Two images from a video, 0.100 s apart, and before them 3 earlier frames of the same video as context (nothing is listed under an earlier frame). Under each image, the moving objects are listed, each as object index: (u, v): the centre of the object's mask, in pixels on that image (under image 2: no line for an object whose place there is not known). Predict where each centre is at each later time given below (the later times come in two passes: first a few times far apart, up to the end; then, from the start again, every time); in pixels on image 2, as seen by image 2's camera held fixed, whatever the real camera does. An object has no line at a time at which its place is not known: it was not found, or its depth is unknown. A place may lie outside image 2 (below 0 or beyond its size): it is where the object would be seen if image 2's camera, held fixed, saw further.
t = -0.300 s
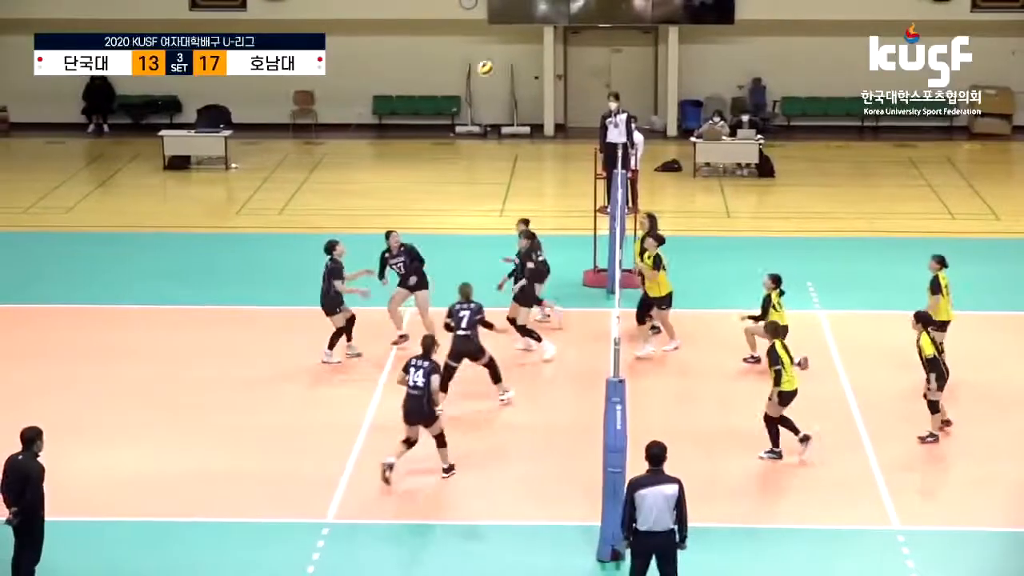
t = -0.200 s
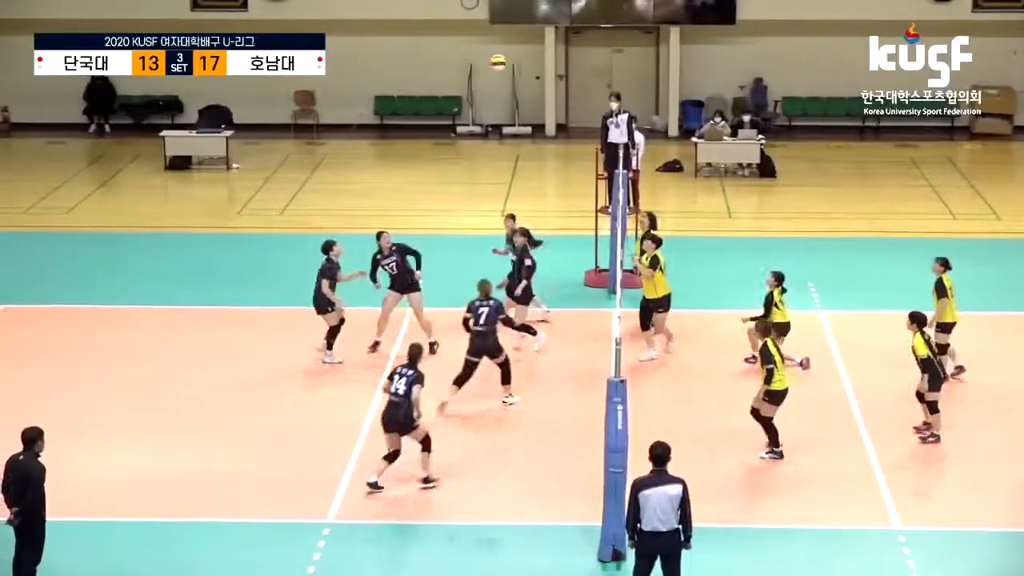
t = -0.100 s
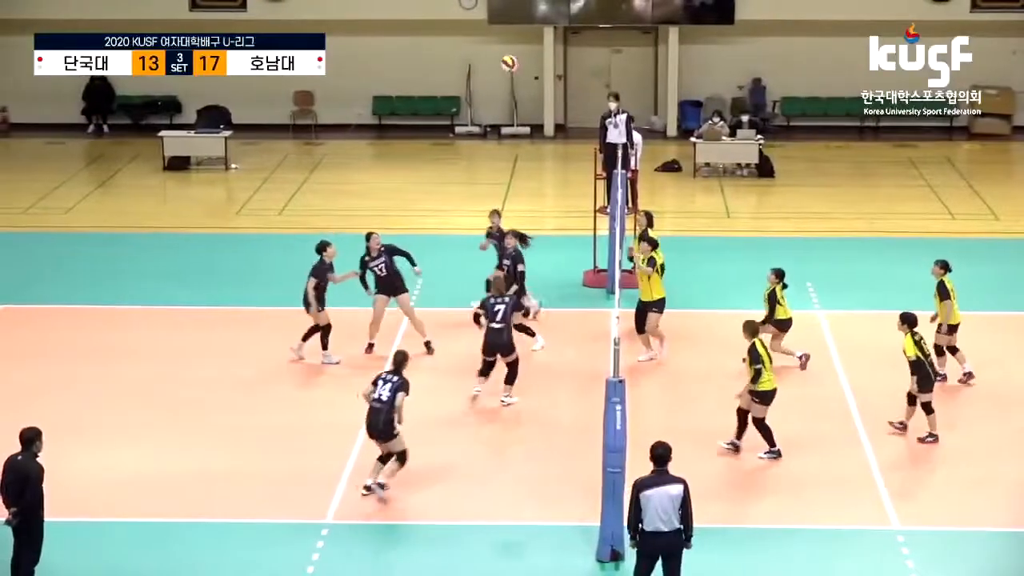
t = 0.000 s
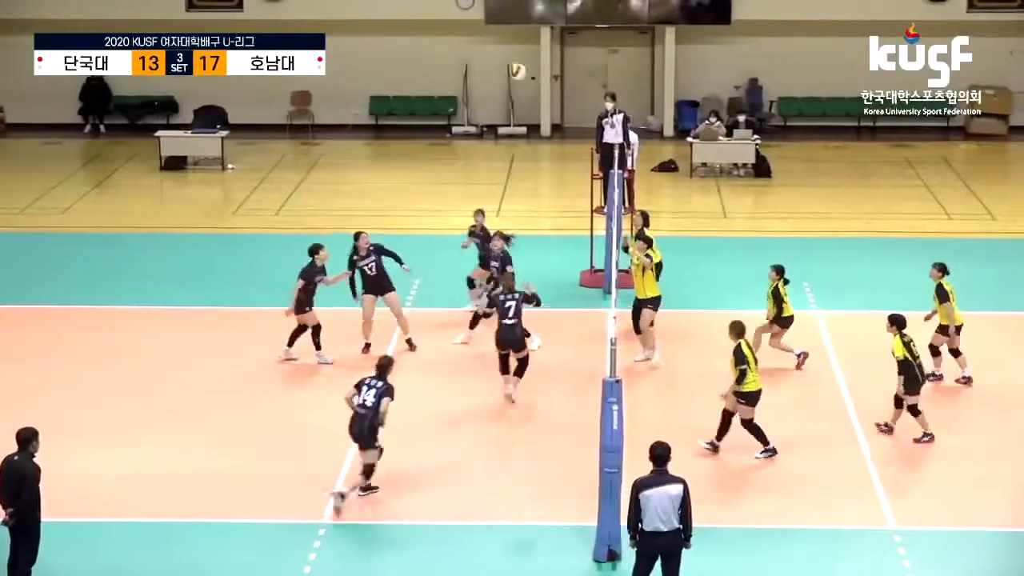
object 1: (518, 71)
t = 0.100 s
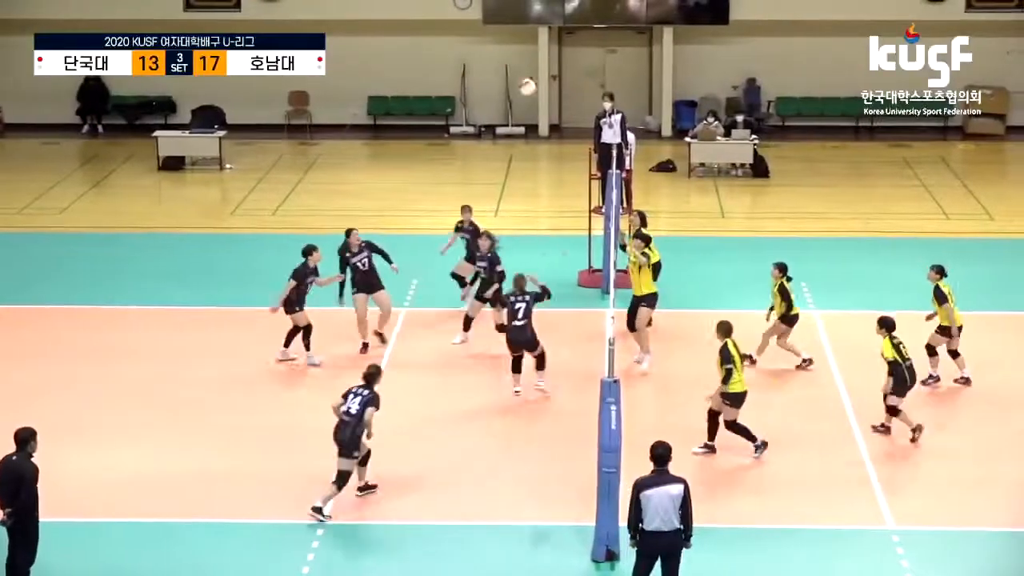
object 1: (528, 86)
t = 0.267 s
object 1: (544, 131)
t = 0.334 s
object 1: (550, 151)
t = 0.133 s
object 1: (531, 94)
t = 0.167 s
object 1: (533, 102)
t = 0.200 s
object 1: (537, 110)
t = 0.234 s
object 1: (540, 119)
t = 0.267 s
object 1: (544, 131)
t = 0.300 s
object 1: (547, 139)
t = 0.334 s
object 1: (550, 151)
